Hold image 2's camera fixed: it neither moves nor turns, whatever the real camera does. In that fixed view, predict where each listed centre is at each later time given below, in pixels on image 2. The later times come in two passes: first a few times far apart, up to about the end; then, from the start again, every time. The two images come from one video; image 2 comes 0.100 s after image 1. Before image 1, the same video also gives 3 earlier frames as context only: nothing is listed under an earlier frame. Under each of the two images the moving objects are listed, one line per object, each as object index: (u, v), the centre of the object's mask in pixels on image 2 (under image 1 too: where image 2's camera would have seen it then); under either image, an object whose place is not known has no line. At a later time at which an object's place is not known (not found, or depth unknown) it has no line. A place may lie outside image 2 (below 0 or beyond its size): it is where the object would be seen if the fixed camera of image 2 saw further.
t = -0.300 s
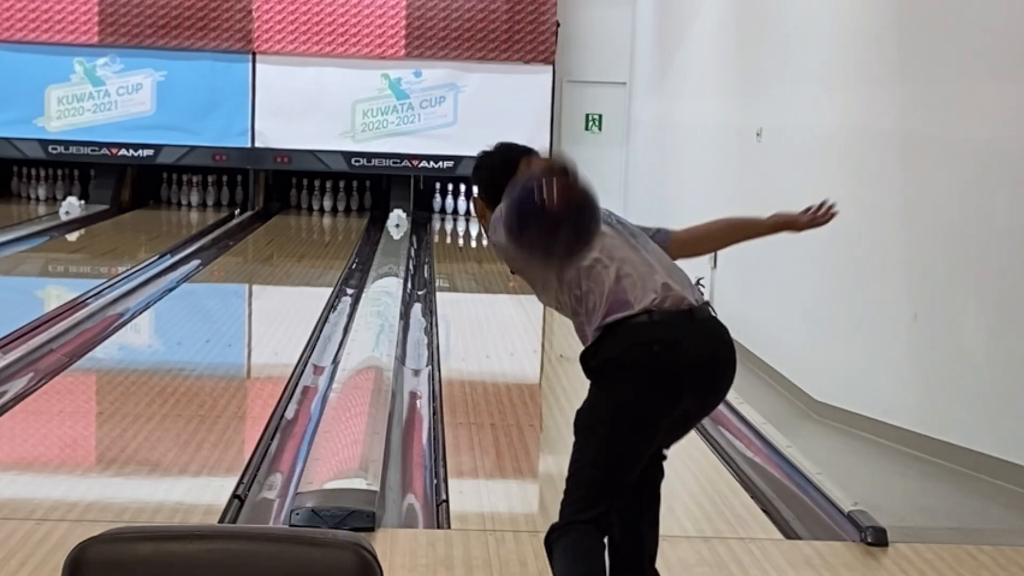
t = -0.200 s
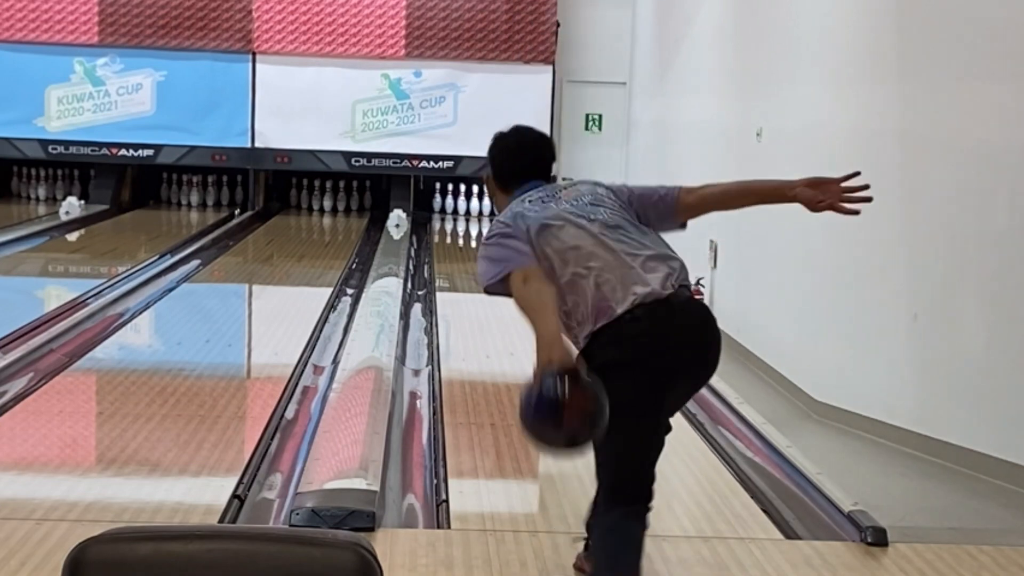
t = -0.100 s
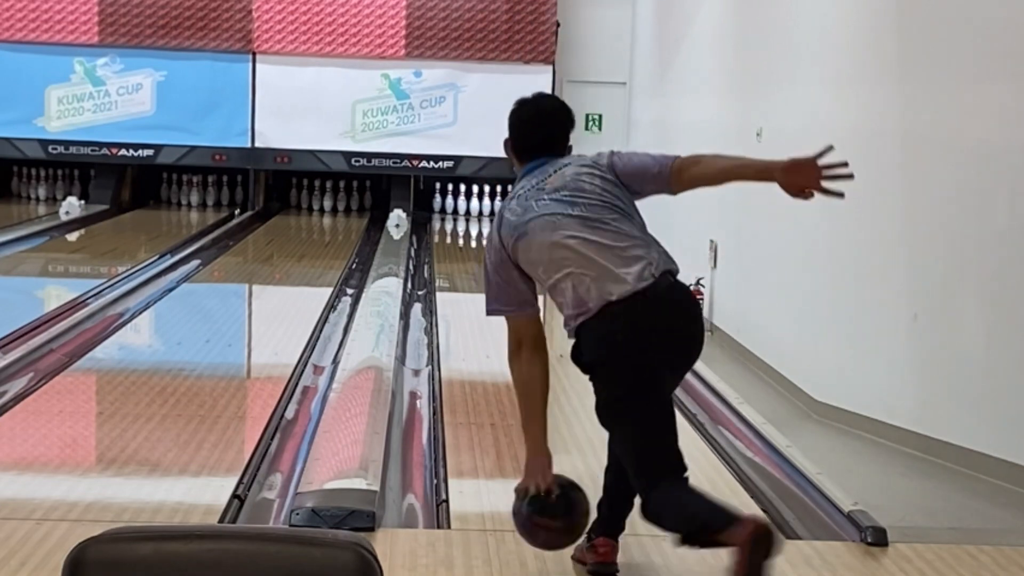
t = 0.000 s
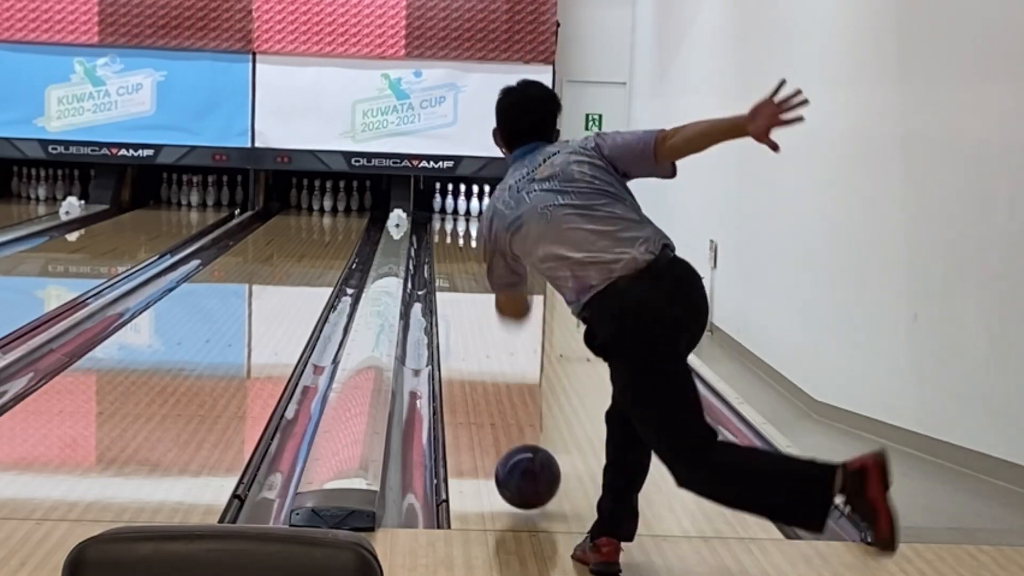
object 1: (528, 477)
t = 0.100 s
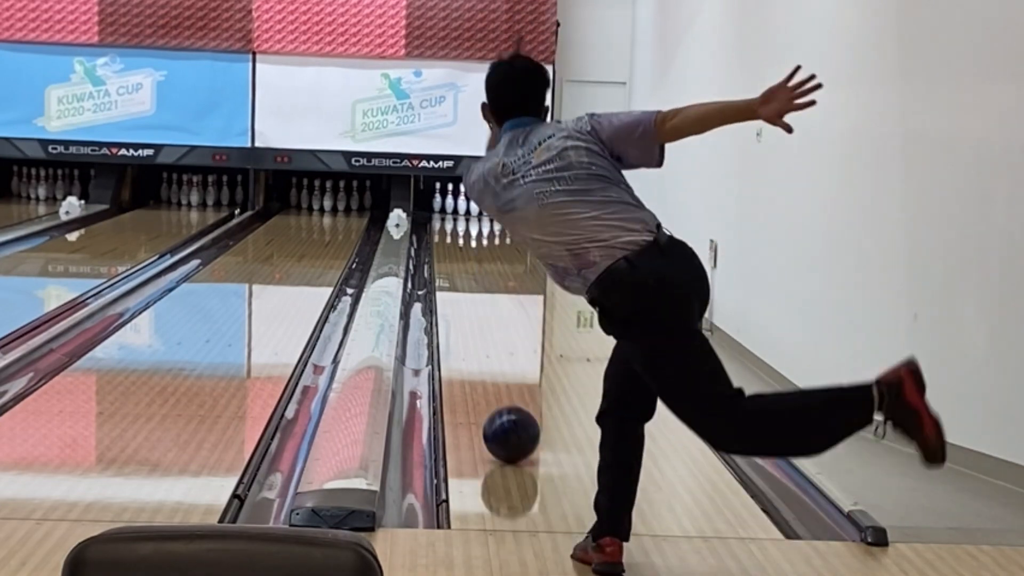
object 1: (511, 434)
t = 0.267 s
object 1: (493, 377)
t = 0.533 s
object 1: (474, 318)
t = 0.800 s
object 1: (463, 280)
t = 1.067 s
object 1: (457, 255)
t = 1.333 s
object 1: (454, 236)
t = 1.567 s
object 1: (454, 224)
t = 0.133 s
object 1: (507, 421)
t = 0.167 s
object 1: (503, 408)
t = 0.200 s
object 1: (499, 397)
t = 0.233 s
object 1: (496, 387)
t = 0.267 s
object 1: (493, 377)
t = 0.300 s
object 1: (490, 368)
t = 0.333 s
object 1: (487, 359)
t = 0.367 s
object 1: (484, 351)
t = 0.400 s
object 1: (482, 344)
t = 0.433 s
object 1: (480, 336)
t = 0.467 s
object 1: (478, 330)
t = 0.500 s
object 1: (476, 324)
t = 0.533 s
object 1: (474, 318)
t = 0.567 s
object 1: (472, 312)
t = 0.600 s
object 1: (468, 311)
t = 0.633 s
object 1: (464, 301)
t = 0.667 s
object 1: (468, 297)
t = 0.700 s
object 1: (467, 293)
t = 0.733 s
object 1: (465, 288)
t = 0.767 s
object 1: (464, 284)
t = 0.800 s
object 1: (463, 280)
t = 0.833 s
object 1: (462, 277)
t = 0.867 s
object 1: (461, 273)
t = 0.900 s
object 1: (461, 270)
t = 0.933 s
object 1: (460, 267)
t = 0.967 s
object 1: (459, 264)
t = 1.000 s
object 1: (458, 260)
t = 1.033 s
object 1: (457, 258)
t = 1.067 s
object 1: (457, 255)
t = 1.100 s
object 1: (456, 252)
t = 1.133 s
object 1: (456, 250)
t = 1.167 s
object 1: (455, 247)
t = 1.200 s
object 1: (455, 245)
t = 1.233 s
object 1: (455, 243)
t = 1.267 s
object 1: (455, 240)
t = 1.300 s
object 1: (455, 238)
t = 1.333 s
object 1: (454, 236)
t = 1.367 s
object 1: (453, 234)
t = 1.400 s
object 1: (453, 232)
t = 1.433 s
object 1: (453, 230)
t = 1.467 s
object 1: (454, 228)
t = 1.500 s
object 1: (454, 226)
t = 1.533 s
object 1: (454, 225)
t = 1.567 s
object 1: (454, 224)
